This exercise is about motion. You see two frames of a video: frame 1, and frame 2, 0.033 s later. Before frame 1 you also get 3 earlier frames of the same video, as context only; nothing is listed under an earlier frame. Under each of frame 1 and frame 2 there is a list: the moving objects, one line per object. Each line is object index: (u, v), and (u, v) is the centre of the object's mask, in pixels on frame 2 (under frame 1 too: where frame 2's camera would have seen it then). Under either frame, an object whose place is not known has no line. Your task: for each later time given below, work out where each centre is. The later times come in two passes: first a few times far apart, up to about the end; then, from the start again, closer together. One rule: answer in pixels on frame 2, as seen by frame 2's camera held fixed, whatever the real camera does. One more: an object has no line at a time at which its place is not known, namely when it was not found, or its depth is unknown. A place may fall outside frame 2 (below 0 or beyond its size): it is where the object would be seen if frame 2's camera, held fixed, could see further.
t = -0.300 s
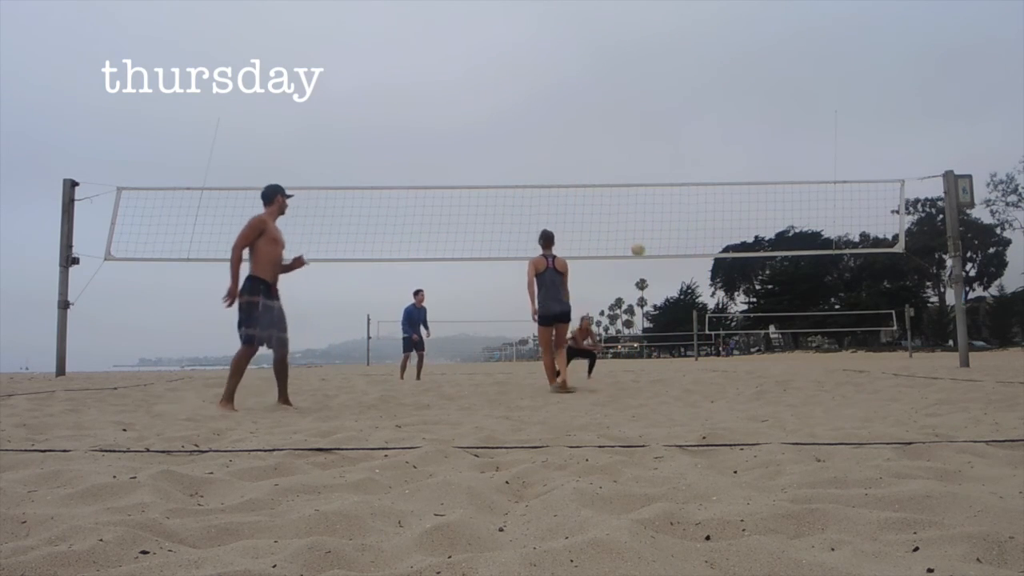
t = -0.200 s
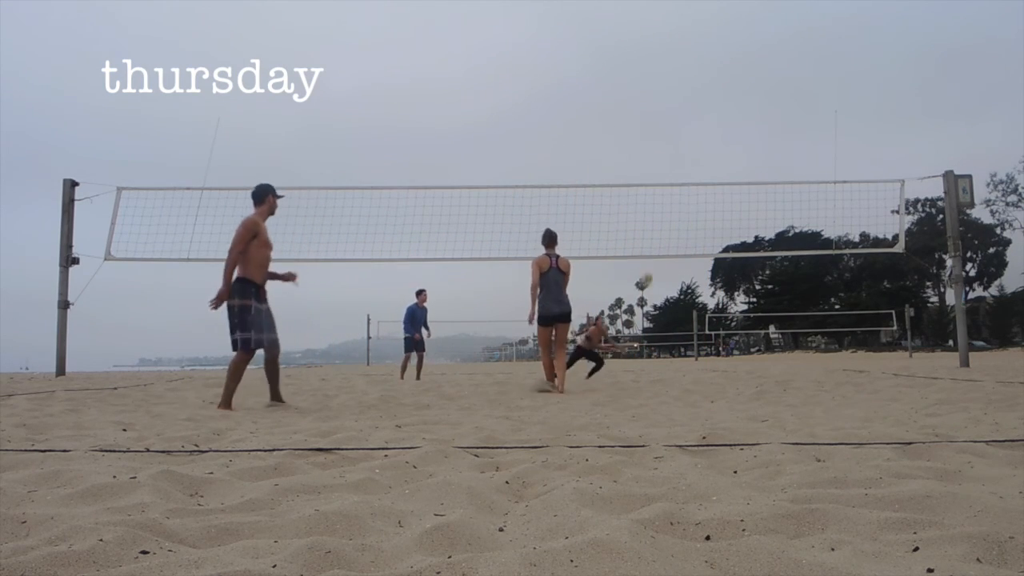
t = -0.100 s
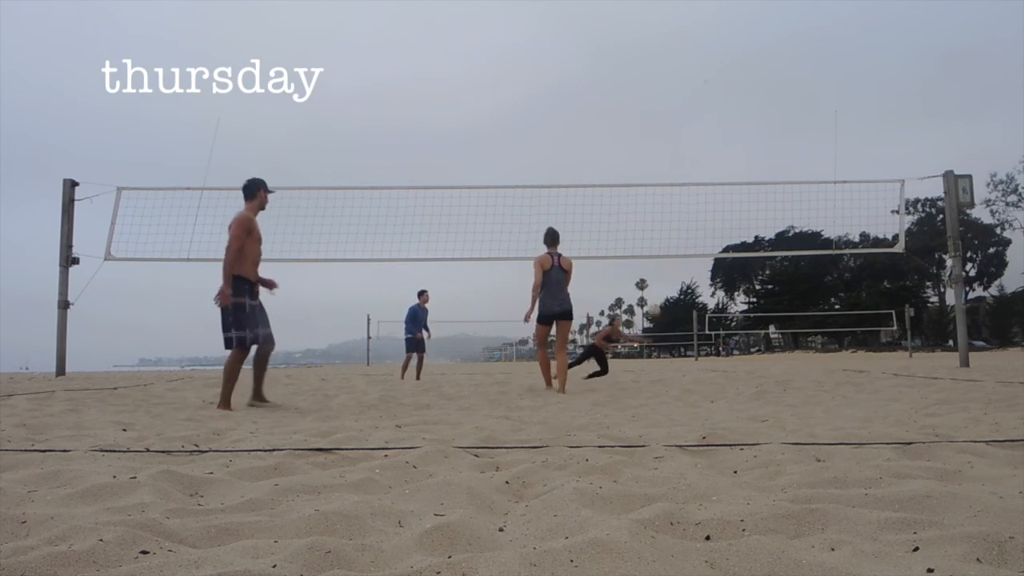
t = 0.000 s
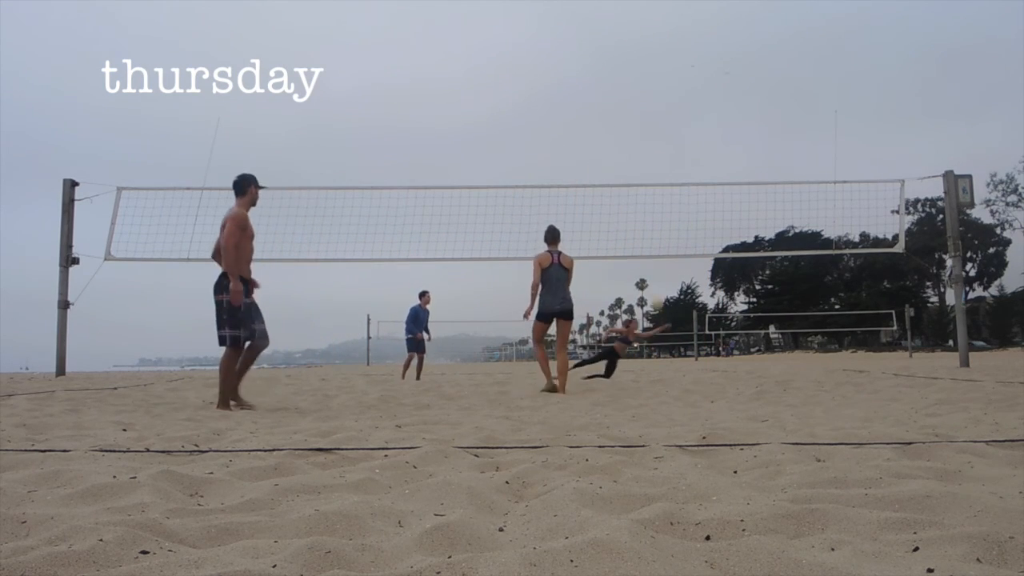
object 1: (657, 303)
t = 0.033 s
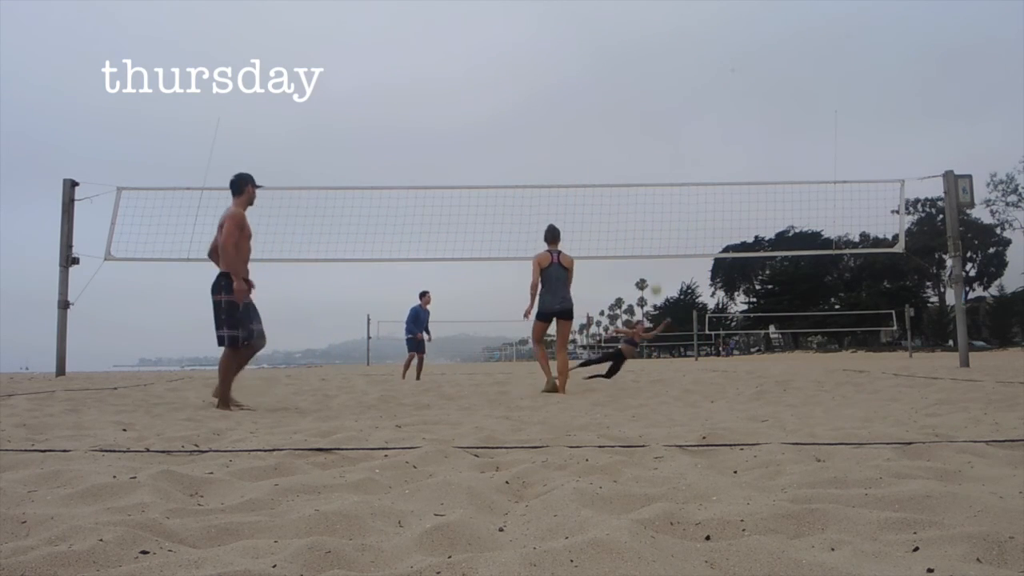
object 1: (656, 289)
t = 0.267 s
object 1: (650, 209)
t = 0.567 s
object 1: (646, 159)
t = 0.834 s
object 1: (645, 154)
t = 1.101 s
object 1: (645, 179)
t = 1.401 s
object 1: (647, 241)
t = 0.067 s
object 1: (655, 275)
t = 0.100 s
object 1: (654, 263)
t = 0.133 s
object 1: (653, 251)
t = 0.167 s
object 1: (652, 239)
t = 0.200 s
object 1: (652, 228)
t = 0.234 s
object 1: (651, 218)
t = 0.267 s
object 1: (650, 209)
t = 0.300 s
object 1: (650, 201)
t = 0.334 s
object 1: (649, 193)
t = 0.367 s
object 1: (649, 187)
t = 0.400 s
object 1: (648, 179)
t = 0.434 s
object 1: (648, 175)
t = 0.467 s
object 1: (647, 170)
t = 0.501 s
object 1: (647, 165)
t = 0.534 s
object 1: (647, 162)
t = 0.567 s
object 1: (646, 159)
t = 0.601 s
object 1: (646, 156)
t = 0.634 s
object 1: (646, 154)
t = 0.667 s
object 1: (645, 153)
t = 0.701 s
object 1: (645, 152)
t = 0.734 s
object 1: (645, 152)
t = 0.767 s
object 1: (645, 152)
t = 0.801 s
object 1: (645, 153)
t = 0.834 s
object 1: (645, 154)
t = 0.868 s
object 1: (645, 155)
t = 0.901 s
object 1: (645, 157)
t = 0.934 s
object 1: (645, 160)
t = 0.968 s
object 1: (645, 163)
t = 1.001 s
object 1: (645, 166)
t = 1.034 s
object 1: (645, 170)
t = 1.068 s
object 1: (645, 174)
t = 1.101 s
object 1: (645, 179)
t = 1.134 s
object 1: (645, 185)
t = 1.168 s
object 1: (645, 191)
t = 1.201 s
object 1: (645, 196)
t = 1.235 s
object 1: (645, 203)
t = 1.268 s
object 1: (645, 210)
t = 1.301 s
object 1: (646, 217)
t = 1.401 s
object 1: (647, 241)
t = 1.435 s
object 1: (647, 250)
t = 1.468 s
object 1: (648, 261)
